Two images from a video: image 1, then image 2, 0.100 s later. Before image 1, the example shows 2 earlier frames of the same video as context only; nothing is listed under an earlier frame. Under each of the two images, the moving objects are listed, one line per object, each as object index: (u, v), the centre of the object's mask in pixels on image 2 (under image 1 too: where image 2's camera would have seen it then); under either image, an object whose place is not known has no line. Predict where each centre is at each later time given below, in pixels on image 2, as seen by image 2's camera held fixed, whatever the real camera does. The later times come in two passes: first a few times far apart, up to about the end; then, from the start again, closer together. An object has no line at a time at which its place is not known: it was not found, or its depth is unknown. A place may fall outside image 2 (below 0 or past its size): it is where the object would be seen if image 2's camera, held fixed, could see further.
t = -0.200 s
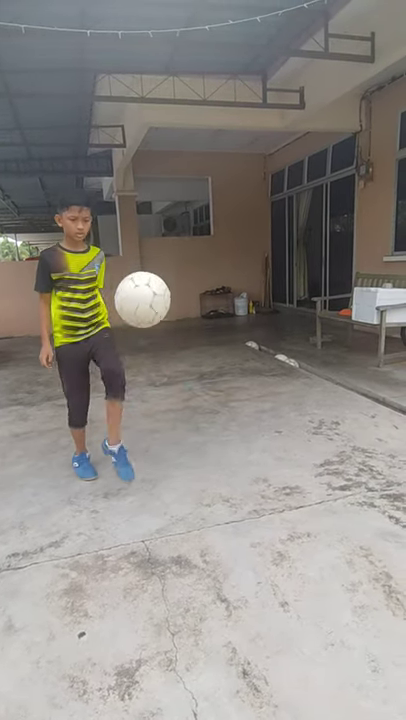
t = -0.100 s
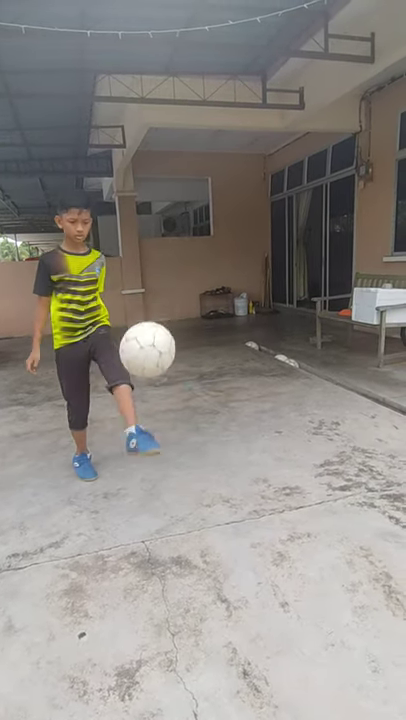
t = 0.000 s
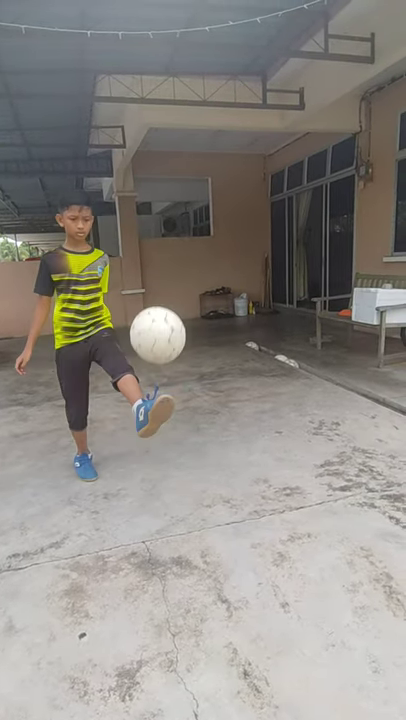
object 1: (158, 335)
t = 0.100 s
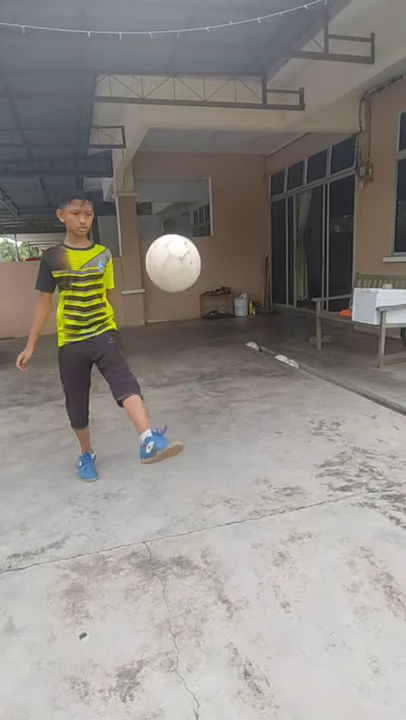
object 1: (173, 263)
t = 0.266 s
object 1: (200, 202)
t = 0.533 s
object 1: (245, 252)
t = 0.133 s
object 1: (178, 245)
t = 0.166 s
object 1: (184, 229)
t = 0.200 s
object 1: (189, 217)
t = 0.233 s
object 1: (195, 208)
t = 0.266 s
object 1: (200, 202)
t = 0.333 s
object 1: (212, 199)
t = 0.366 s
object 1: (217, 201)
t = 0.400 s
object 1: (223, 206)
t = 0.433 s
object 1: (229, 214)
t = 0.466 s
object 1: (234, 224)
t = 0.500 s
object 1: (240, 237)
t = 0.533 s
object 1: (245, 252)
